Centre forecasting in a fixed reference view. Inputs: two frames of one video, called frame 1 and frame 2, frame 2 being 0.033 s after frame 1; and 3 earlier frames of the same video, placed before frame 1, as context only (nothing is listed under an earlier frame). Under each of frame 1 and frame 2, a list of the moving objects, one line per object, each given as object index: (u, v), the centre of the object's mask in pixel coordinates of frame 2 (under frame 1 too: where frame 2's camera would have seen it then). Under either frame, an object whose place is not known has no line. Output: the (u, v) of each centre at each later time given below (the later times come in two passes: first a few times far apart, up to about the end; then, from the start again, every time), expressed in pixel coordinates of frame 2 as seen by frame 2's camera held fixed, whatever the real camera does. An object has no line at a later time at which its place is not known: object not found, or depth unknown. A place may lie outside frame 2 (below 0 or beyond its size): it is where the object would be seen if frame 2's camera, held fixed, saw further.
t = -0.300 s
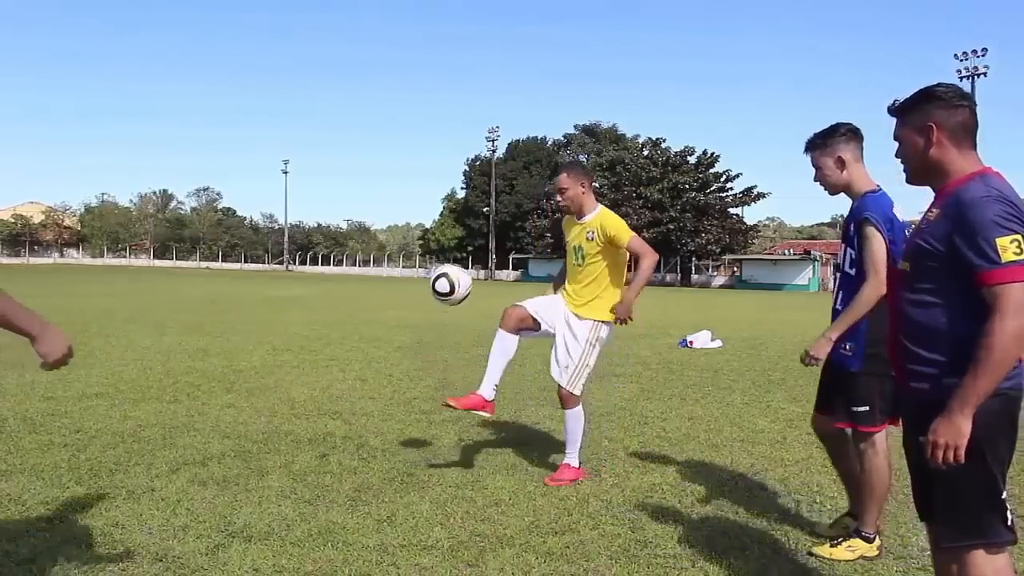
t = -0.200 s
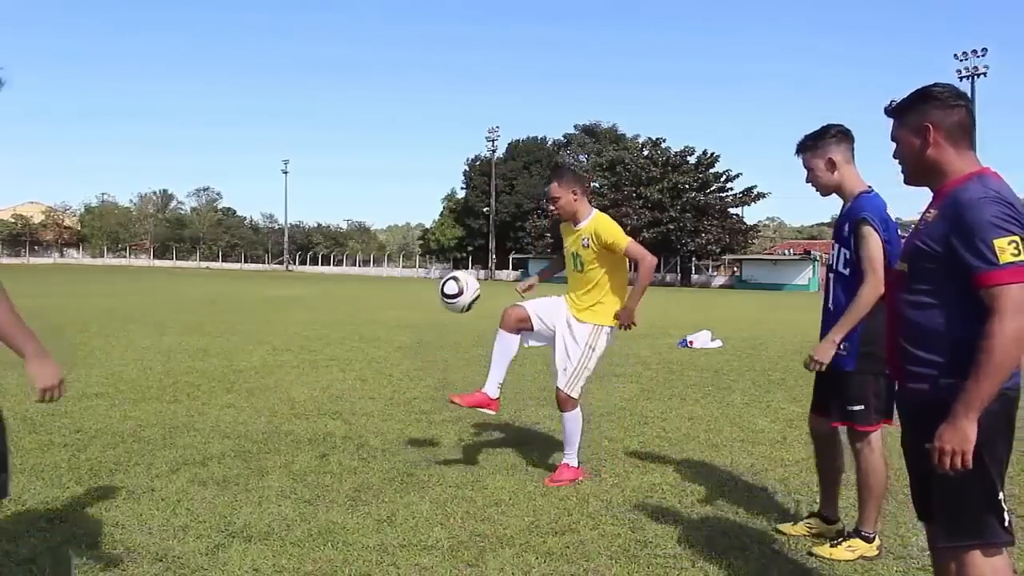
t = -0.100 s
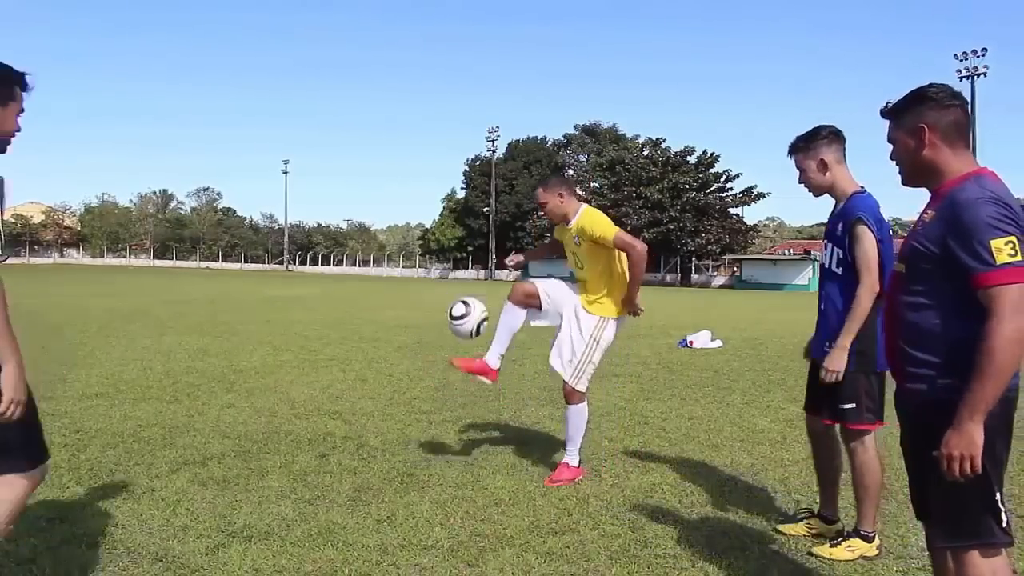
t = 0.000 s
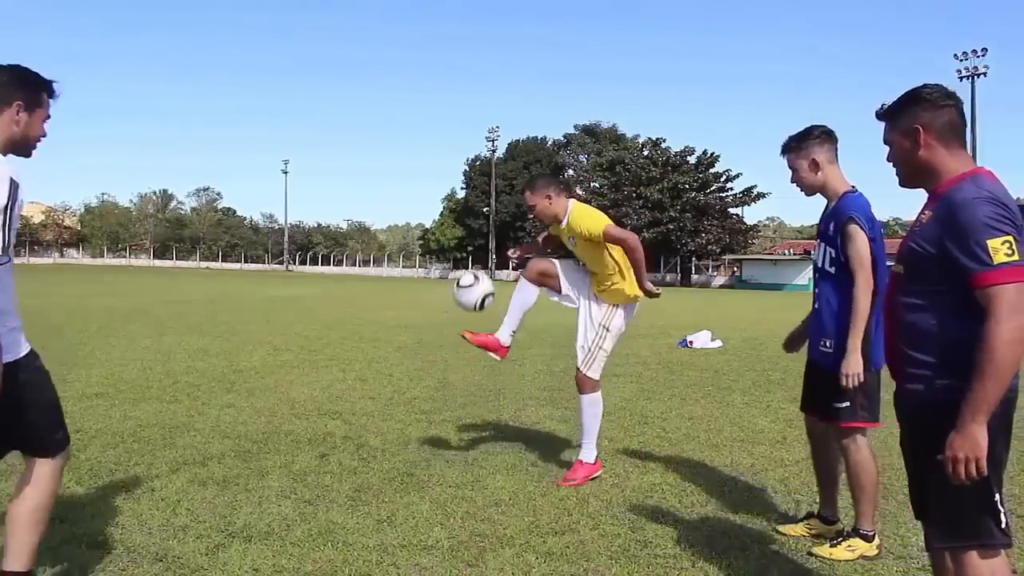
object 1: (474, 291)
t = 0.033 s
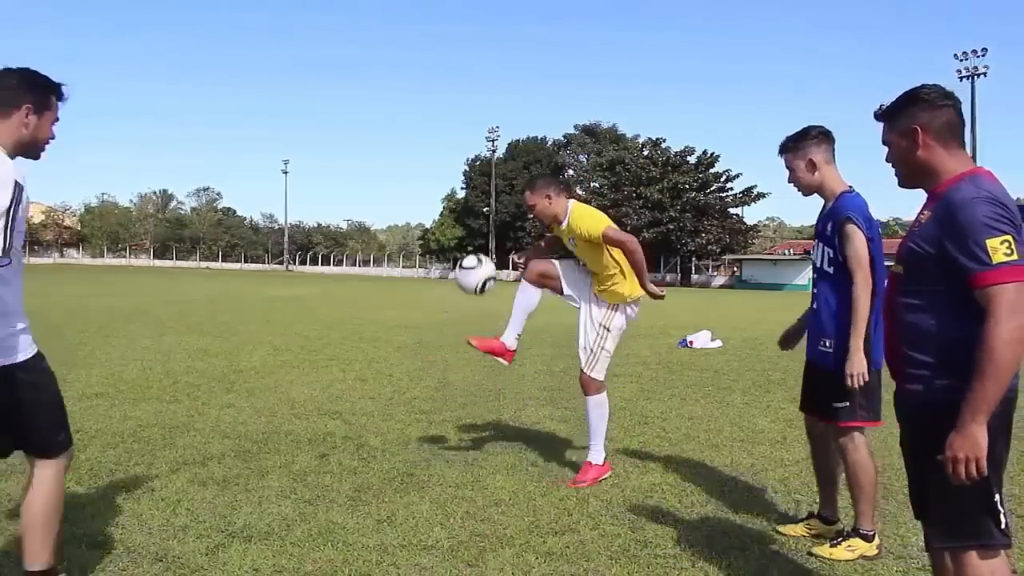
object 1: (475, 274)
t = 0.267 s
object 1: (488, 212)
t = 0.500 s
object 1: (502, 255)
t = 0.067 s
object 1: (477, 259)
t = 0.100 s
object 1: (479, 246)
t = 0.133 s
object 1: (481, 235)
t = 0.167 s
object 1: (483, 226)
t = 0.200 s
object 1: (484, 219)
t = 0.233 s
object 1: (486, 215)
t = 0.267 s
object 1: (488, 212)
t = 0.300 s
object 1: (490, 211)
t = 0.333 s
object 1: (492, 213)
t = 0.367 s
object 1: (494, 217)
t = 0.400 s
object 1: (496, 223)
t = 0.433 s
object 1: (498, 232)
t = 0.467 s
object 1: (499, 242)
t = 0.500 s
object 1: (502, 255)
